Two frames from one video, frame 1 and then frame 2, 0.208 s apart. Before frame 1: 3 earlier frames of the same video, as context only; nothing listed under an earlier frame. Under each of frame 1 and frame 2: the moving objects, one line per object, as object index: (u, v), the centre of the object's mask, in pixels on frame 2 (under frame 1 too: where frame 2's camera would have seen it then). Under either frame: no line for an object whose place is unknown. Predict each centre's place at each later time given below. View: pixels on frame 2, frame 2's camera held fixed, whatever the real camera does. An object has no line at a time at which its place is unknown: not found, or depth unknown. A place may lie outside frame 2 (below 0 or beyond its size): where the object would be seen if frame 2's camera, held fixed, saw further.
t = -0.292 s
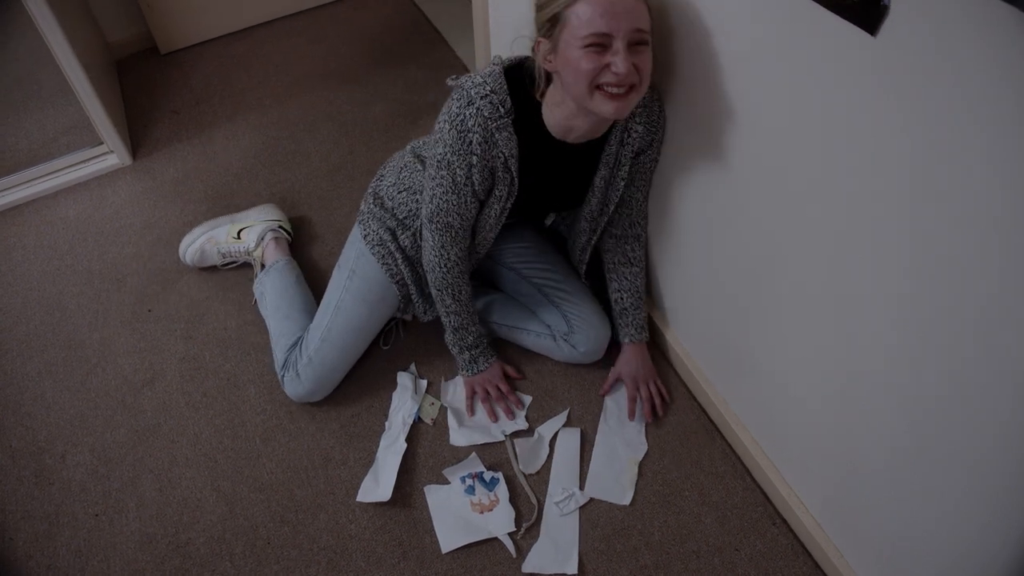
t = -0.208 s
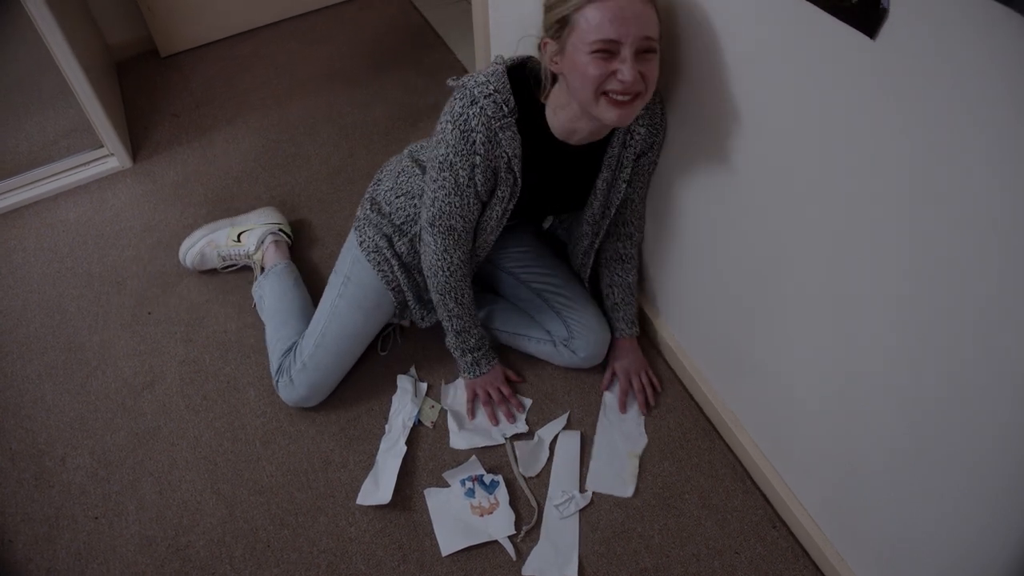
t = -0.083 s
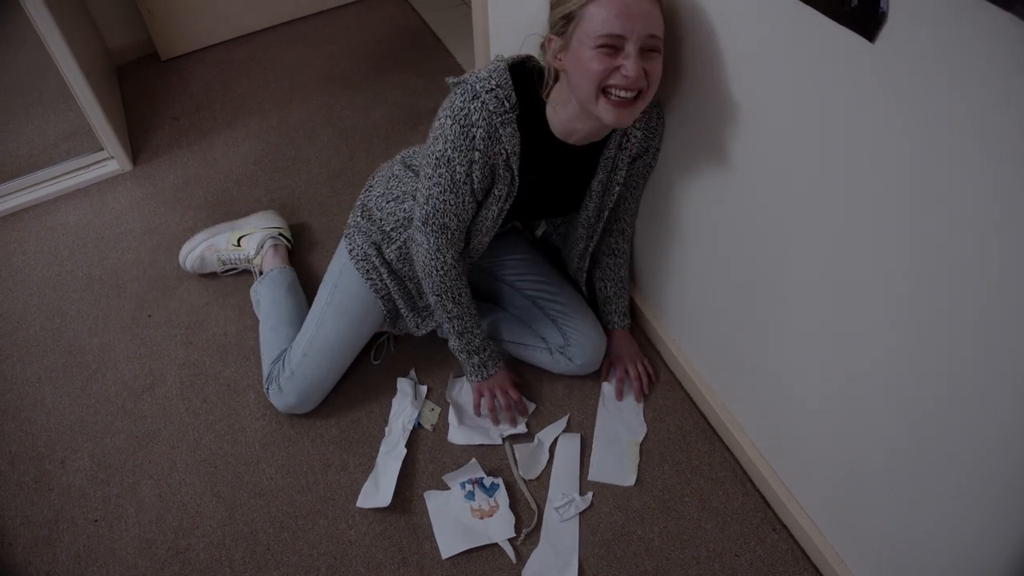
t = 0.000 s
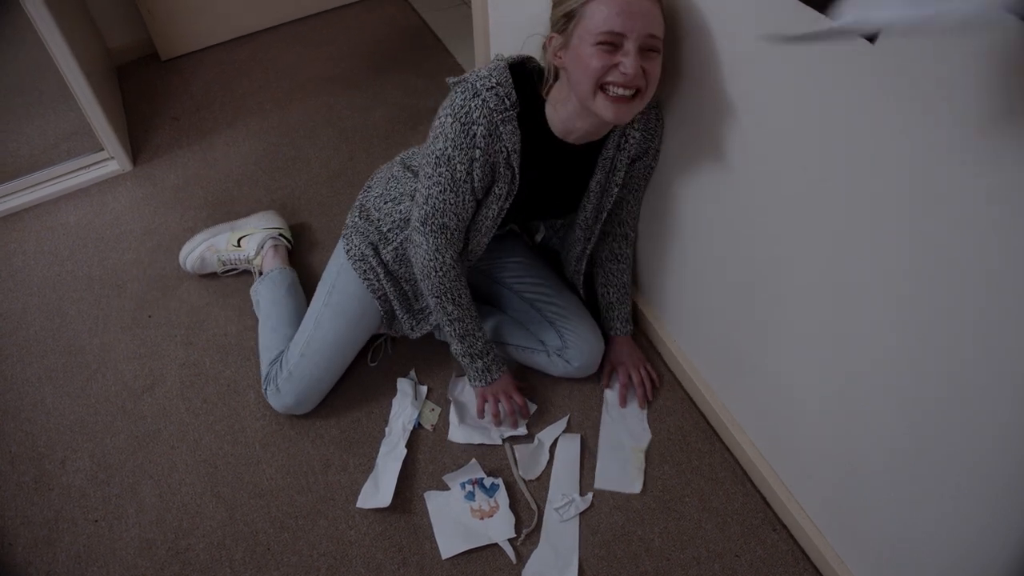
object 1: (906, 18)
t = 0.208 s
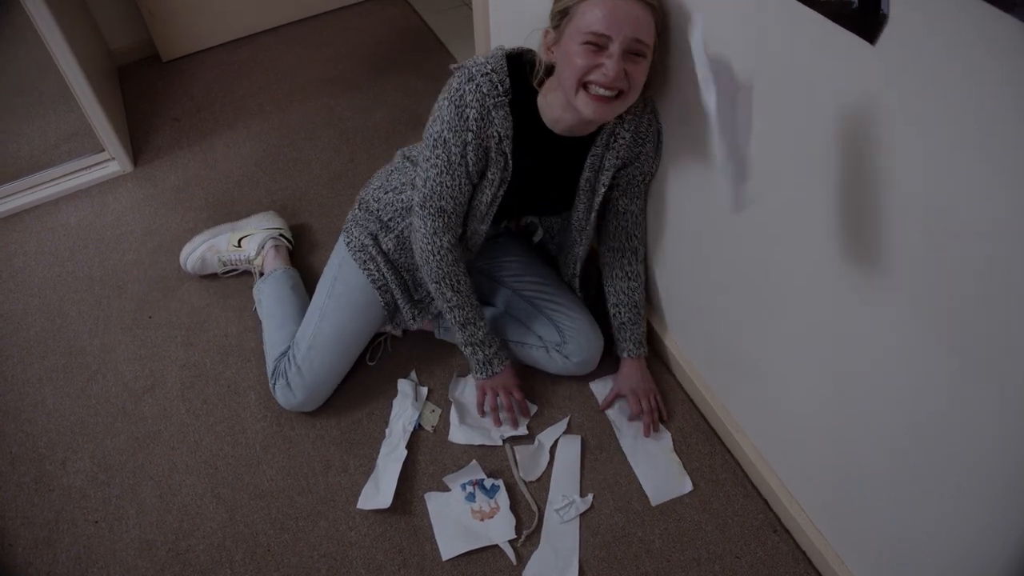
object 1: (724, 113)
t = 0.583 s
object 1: (750, 452)
